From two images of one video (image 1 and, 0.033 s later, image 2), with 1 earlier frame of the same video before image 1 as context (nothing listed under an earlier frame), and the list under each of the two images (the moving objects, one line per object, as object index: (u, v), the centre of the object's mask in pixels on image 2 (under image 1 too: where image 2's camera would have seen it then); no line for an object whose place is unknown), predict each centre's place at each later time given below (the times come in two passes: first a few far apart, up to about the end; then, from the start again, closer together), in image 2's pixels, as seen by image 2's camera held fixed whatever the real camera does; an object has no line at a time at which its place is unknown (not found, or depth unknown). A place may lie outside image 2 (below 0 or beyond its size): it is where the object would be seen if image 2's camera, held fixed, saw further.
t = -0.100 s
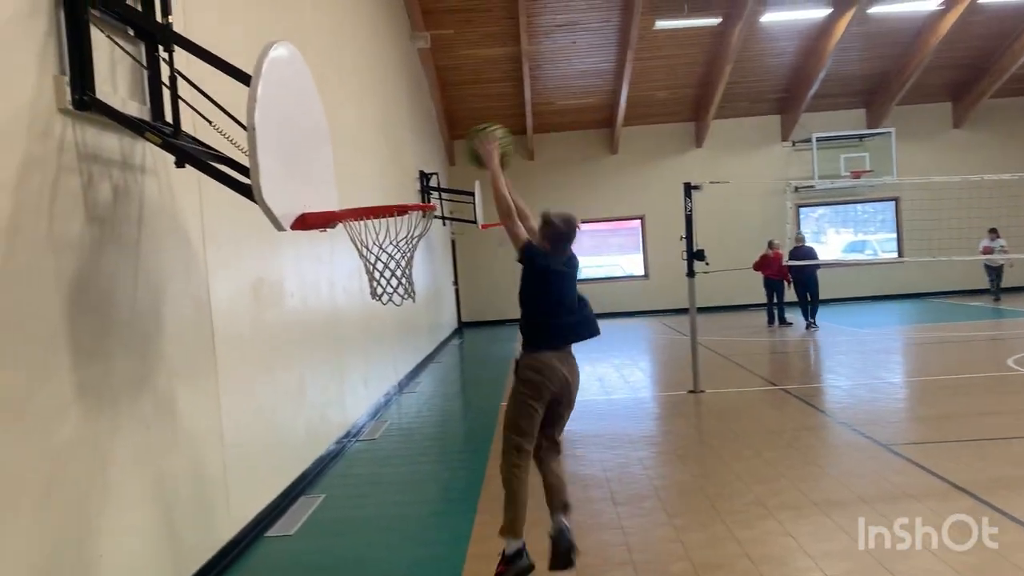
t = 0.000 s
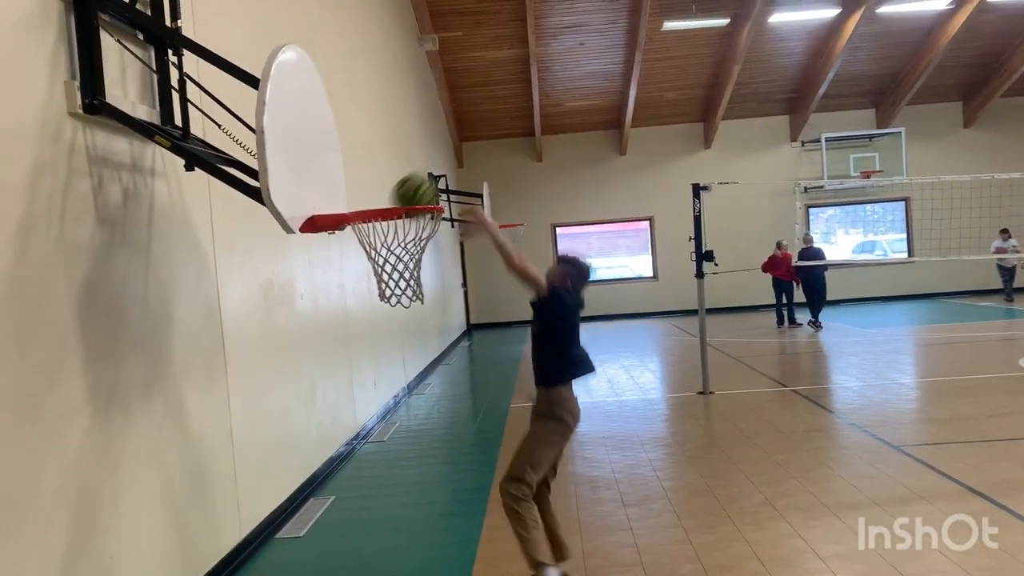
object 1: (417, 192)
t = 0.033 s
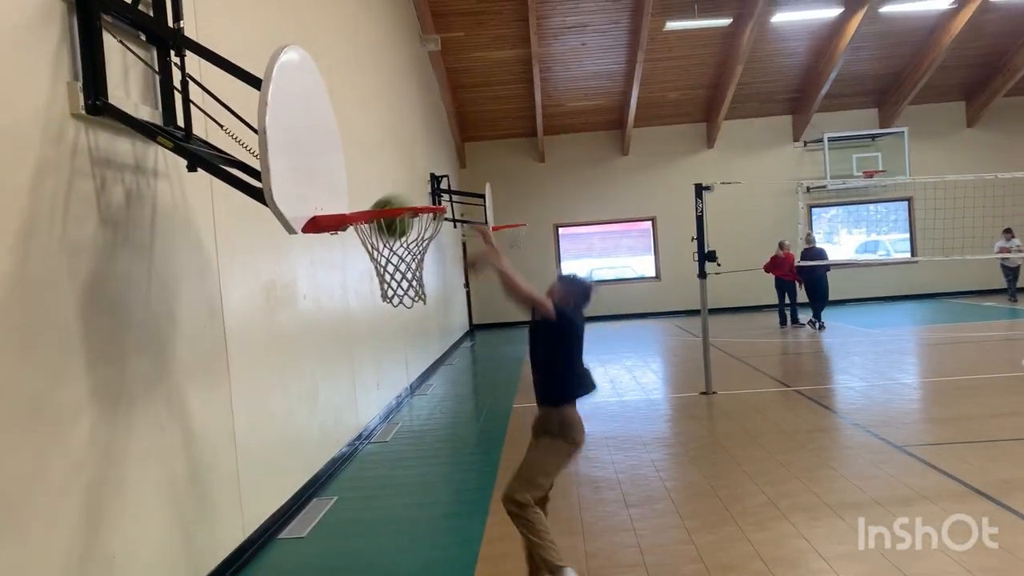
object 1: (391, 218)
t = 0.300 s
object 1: (372, 270)
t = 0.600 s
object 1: (412, 437)
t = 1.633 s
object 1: (538, 537)
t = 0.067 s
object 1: (368, 240)
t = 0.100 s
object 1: (362, 250)
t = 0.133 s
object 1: (361, 252)
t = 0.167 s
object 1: (360, 253)
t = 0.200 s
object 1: (363, 255)
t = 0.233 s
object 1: (366, 258)
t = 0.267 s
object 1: (369, 262)
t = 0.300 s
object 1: (372, 270)
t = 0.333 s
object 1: (374, 279)
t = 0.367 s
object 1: (378, 291)
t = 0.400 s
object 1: (383, 305)
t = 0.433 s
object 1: (387, 322)
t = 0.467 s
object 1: (392, 339)
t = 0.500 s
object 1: (397, 359)
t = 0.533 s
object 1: (402, 382)
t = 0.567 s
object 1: (407, 408)
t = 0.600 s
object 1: (412, 437)
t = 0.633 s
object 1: (418, 466)
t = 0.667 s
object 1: (424, 499)
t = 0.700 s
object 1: (431, 534)
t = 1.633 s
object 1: (538, 537)
